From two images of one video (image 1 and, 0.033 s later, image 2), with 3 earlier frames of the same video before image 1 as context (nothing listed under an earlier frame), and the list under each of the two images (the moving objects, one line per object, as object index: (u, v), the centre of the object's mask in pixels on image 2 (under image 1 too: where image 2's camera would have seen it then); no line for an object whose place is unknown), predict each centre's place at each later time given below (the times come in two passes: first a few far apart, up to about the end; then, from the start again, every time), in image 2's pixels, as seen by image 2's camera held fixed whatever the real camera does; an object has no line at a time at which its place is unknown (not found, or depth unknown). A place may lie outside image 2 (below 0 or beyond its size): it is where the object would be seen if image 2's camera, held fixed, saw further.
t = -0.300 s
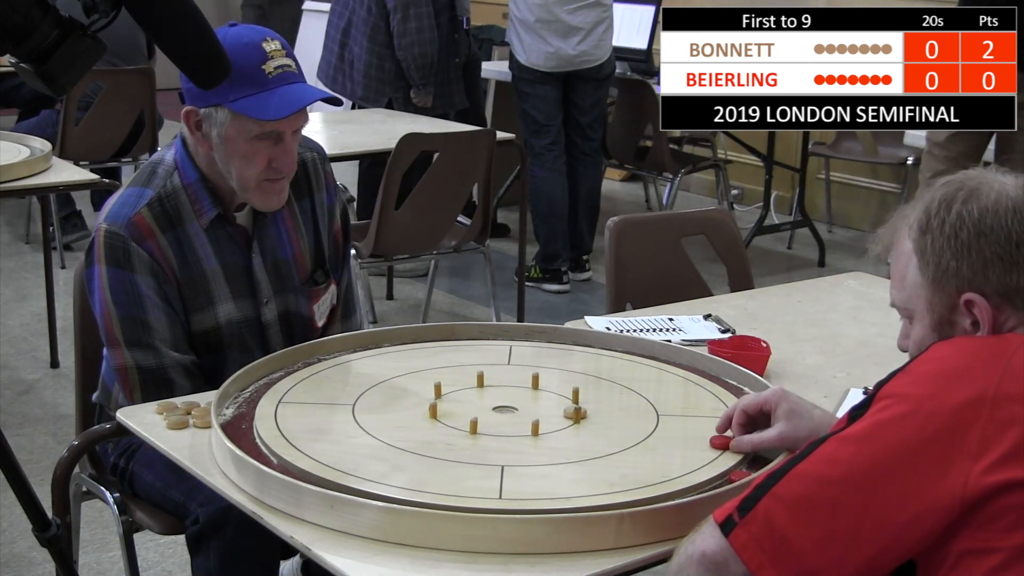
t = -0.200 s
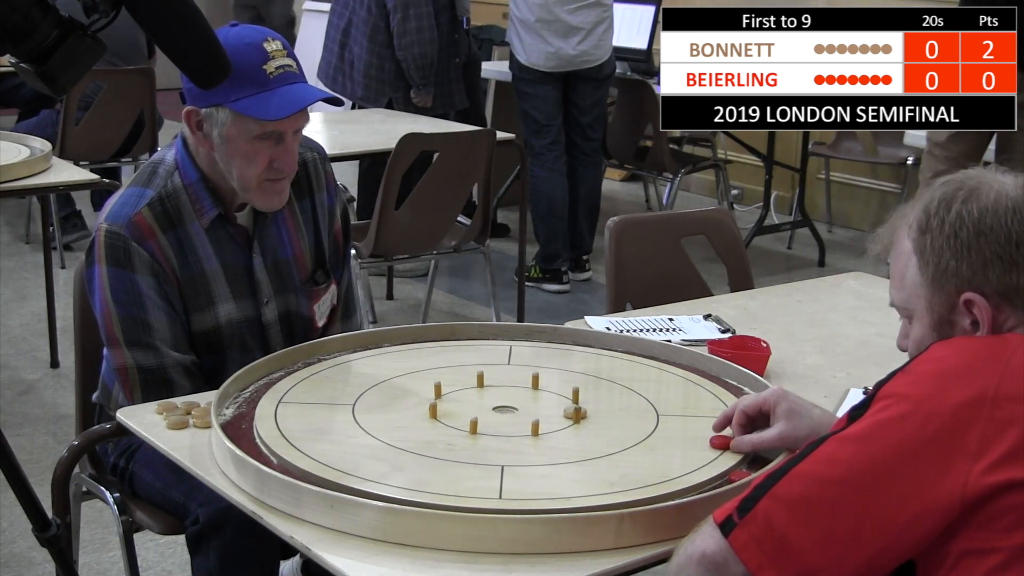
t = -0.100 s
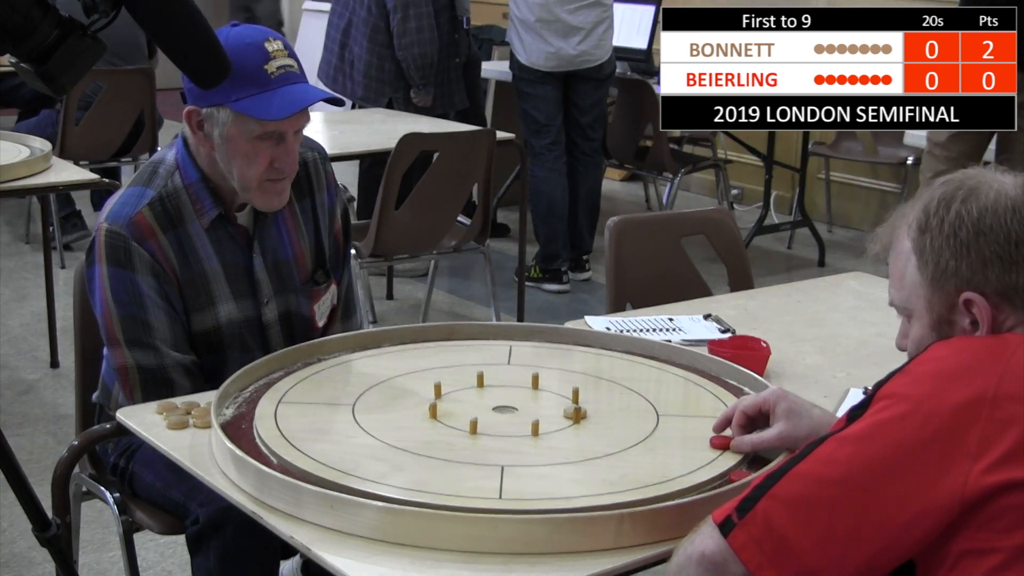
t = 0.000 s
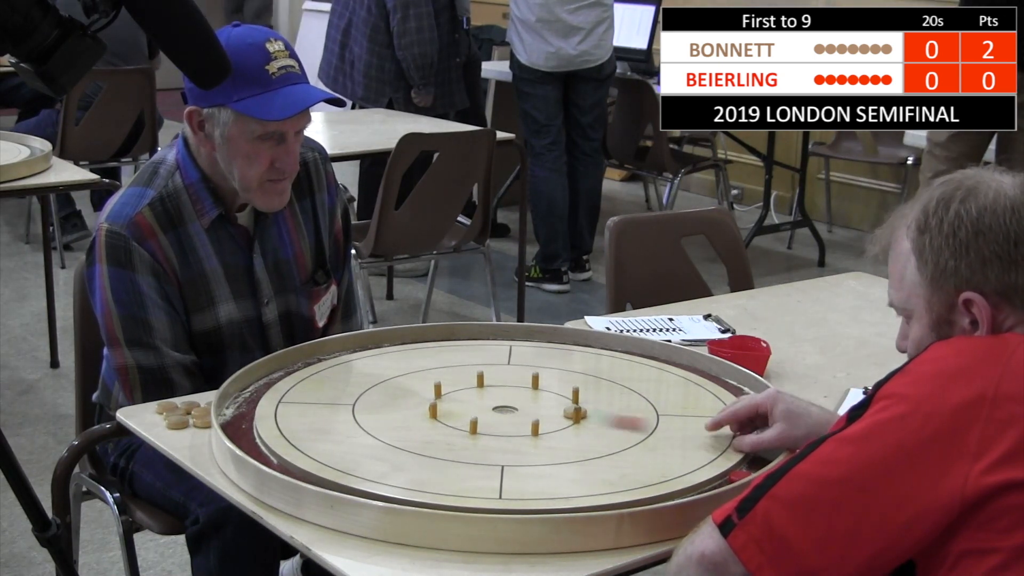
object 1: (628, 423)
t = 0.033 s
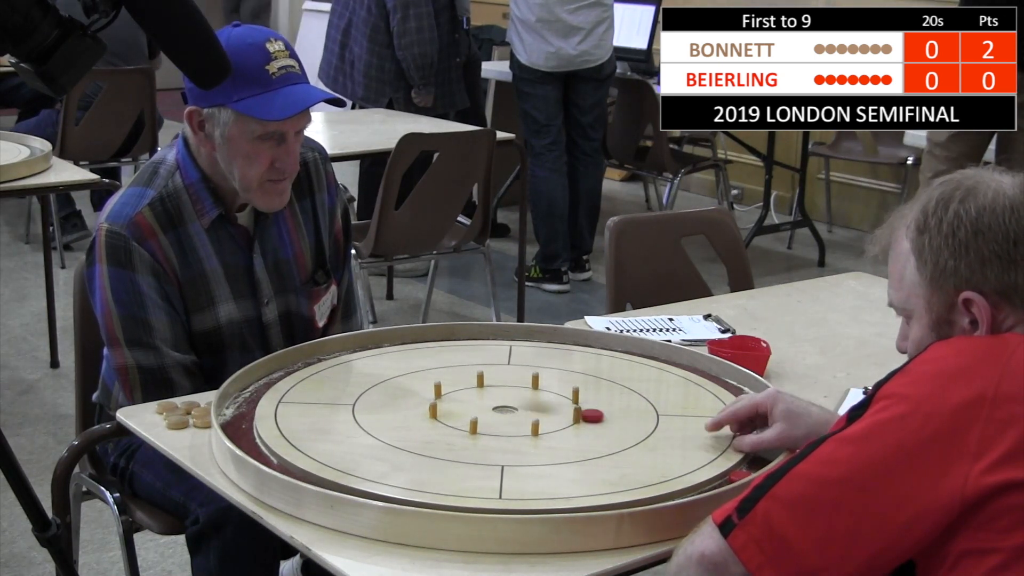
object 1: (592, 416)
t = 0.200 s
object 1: (559, 409)
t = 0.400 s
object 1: (540, 406)
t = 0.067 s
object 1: (588, 414)
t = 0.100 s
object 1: (580, 413)
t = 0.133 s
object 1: (567, 411)
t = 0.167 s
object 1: (564, 410)
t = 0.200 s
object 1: (559, 409)
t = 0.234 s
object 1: (553, 408)
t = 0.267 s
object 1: (549, 407)
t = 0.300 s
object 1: (545, 406)
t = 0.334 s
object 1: (542, 406)
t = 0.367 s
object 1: (540, 406)
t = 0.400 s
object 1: (540, 406)
